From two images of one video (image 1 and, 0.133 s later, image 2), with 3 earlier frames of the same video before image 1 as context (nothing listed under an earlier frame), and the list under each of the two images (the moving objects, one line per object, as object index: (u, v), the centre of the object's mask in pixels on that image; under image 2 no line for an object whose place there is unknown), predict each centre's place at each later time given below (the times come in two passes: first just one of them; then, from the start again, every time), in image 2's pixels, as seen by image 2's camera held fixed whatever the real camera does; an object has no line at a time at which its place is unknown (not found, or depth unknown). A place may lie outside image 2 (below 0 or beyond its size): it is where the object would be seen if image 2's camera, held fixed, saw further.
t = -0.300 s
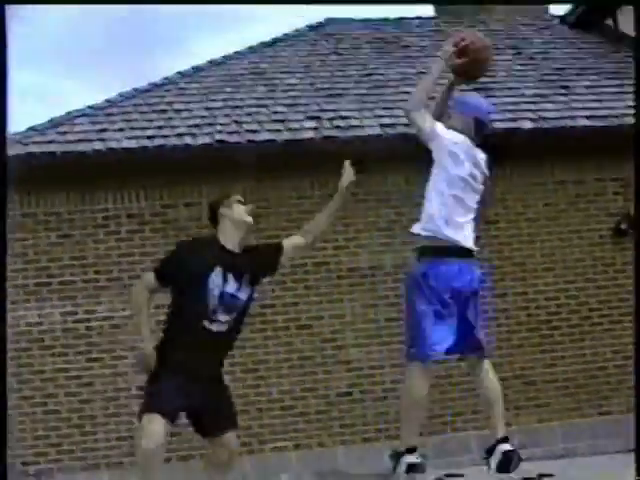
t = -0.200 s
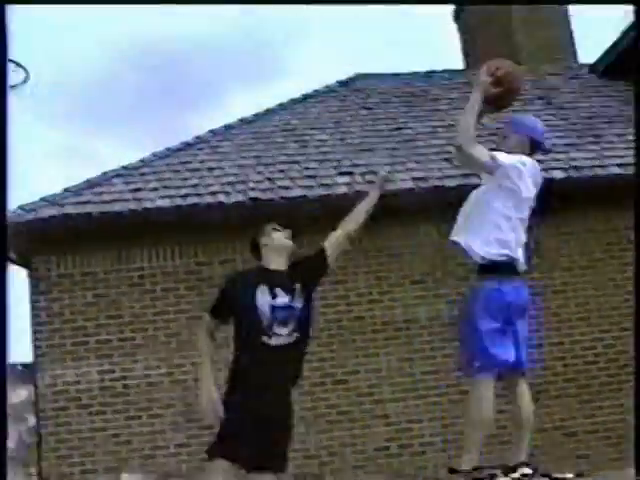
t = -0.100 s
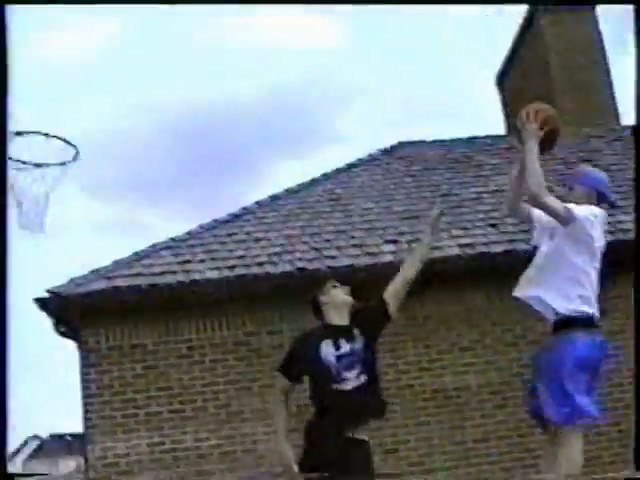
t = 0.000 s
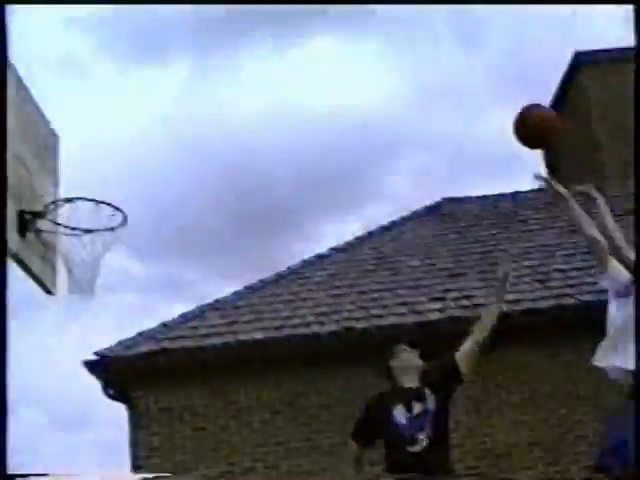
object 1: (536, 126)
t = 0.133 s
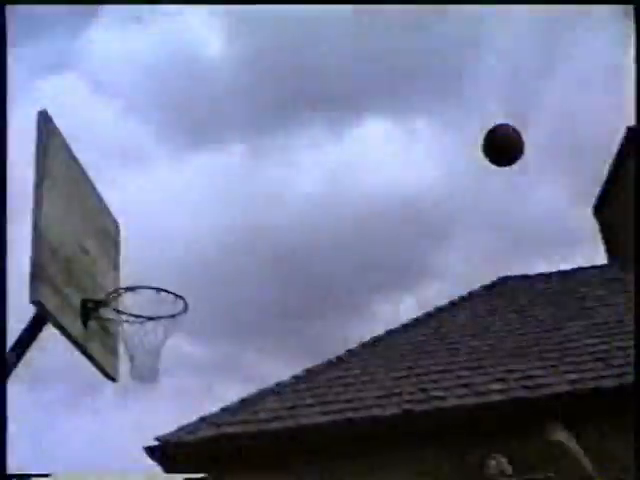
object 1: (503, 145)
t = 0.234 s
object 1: (444, 120)
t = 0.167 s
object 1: (482, 135)
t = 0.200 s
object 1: (463, 127)
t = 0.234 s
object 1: (444, 120)
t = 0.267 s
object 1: (426, 115)
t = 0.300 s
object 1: (407, 112)
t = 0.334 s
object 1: (391, 111)
